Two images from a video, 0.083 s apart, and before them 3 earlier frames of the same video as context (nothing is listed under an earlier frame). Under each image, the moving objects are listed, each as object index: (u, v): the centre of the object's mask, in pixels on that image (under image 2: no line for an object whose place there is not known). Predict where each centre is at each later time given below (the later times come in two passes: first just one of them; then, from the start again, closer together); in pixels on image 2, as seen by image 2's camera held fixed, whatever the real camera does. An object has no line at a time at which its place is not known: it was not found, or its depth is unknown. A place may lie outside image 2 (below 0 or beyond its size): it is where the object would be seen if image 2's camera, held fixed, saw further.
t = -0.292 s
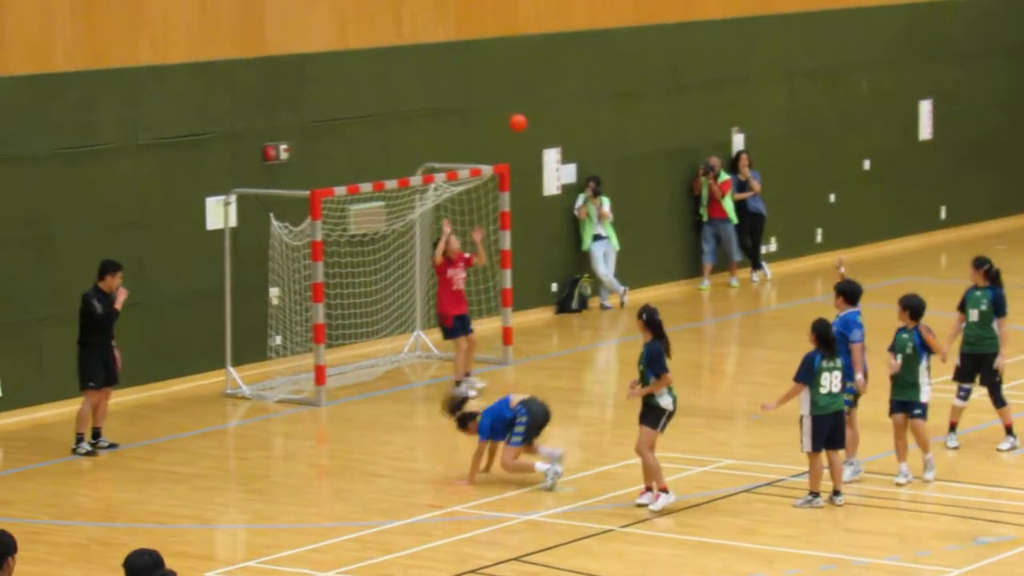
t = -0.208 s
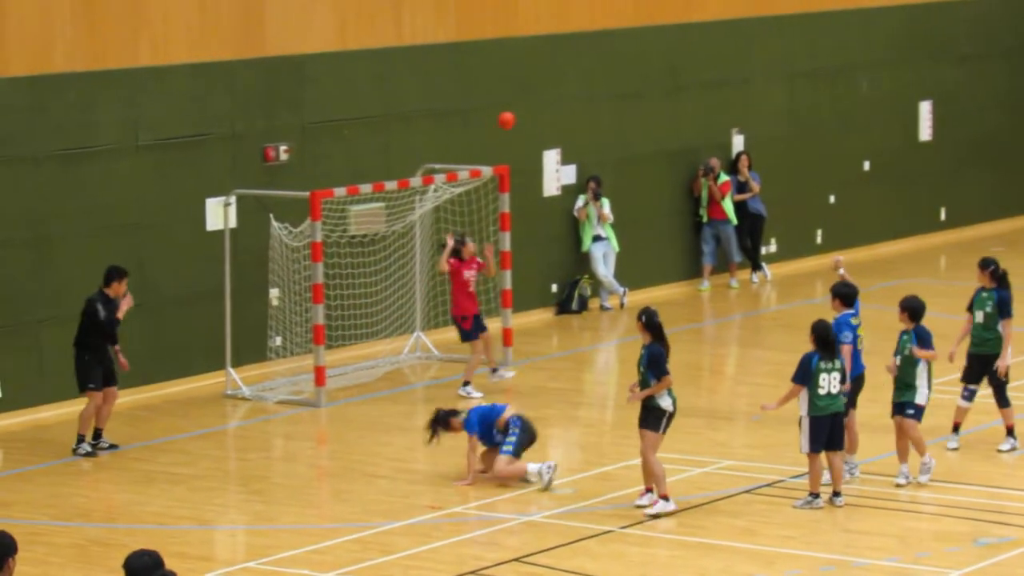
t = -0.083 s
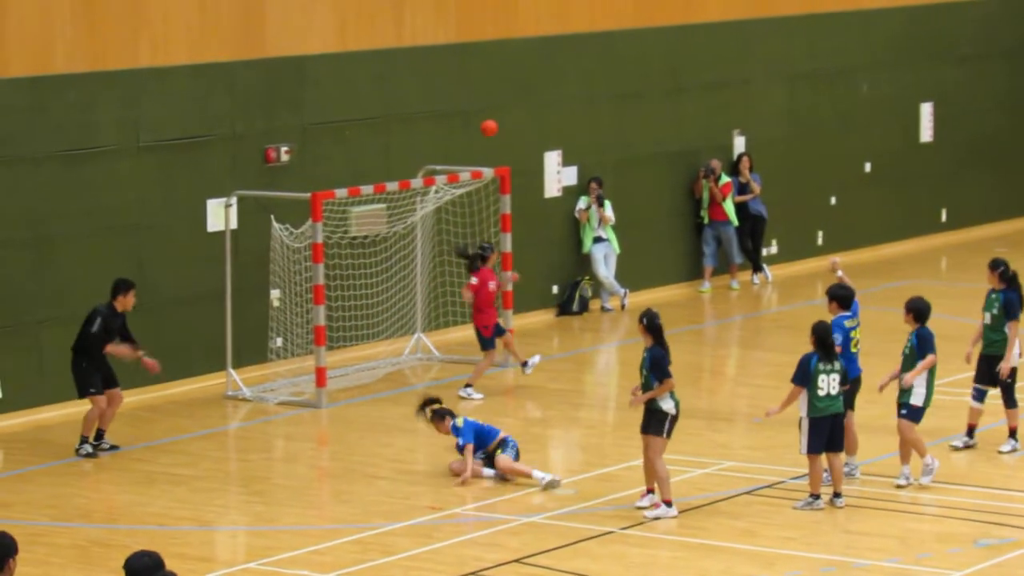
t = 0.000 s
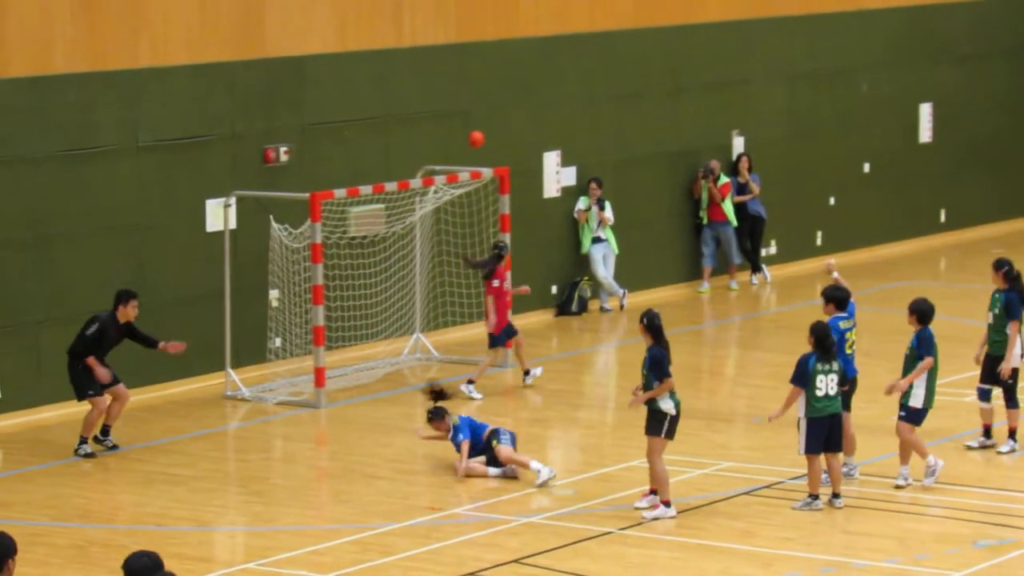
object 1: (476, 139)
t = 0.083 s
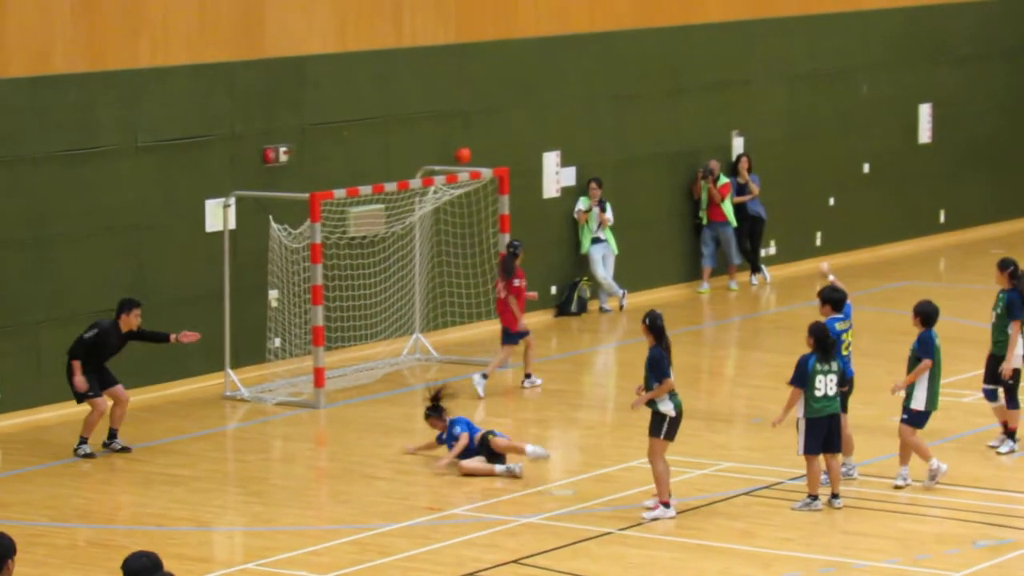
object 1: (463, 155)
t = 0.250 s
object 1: (566, 208)
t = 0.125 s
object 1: (471, 162)
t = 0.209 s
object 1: (533, 192)
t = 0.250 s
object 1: (566, 208)
